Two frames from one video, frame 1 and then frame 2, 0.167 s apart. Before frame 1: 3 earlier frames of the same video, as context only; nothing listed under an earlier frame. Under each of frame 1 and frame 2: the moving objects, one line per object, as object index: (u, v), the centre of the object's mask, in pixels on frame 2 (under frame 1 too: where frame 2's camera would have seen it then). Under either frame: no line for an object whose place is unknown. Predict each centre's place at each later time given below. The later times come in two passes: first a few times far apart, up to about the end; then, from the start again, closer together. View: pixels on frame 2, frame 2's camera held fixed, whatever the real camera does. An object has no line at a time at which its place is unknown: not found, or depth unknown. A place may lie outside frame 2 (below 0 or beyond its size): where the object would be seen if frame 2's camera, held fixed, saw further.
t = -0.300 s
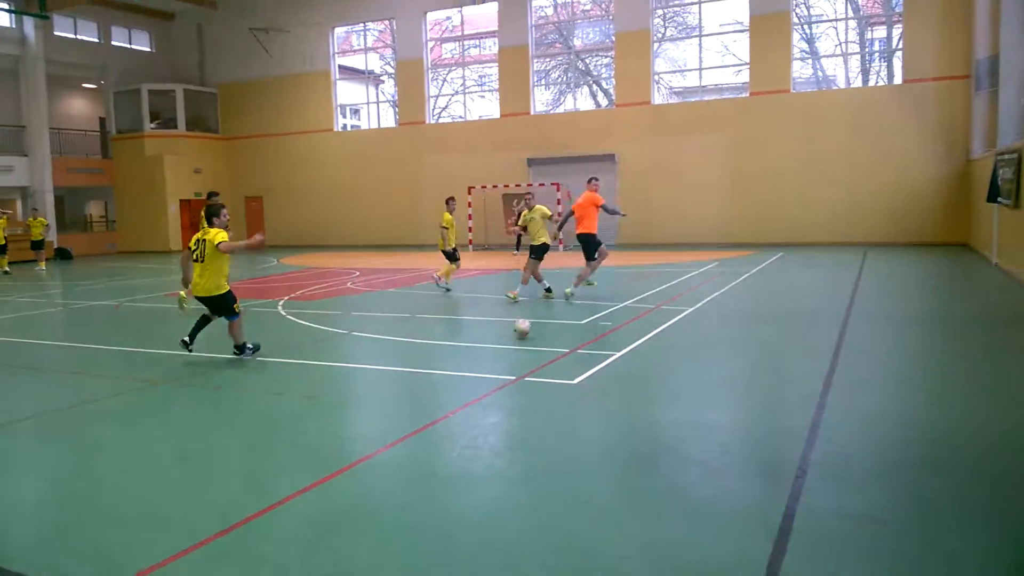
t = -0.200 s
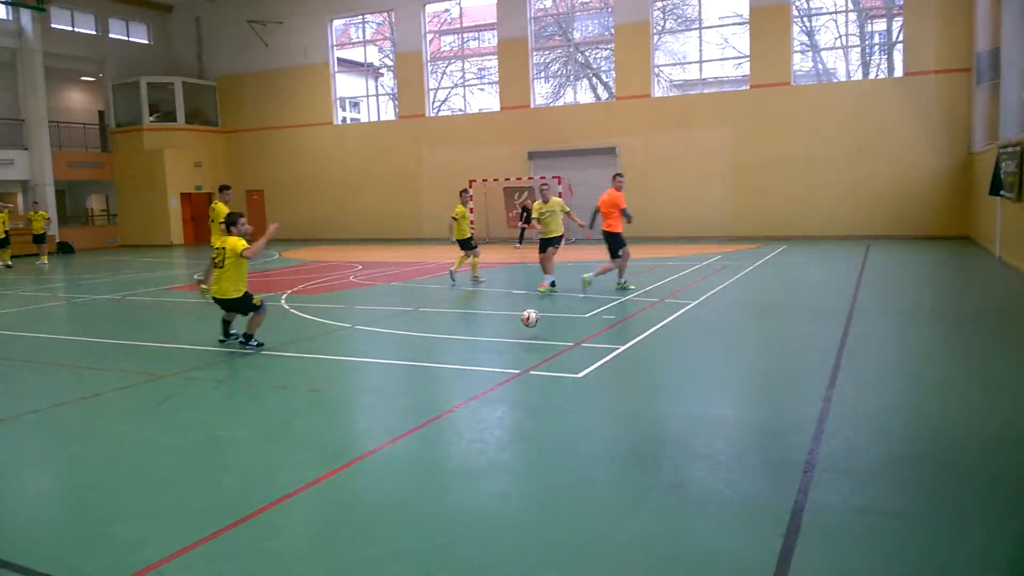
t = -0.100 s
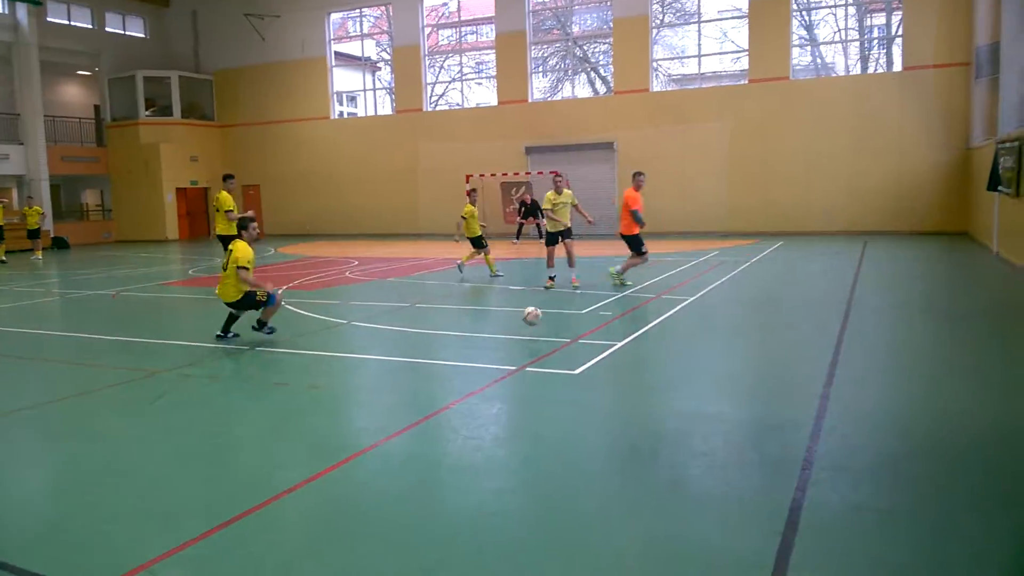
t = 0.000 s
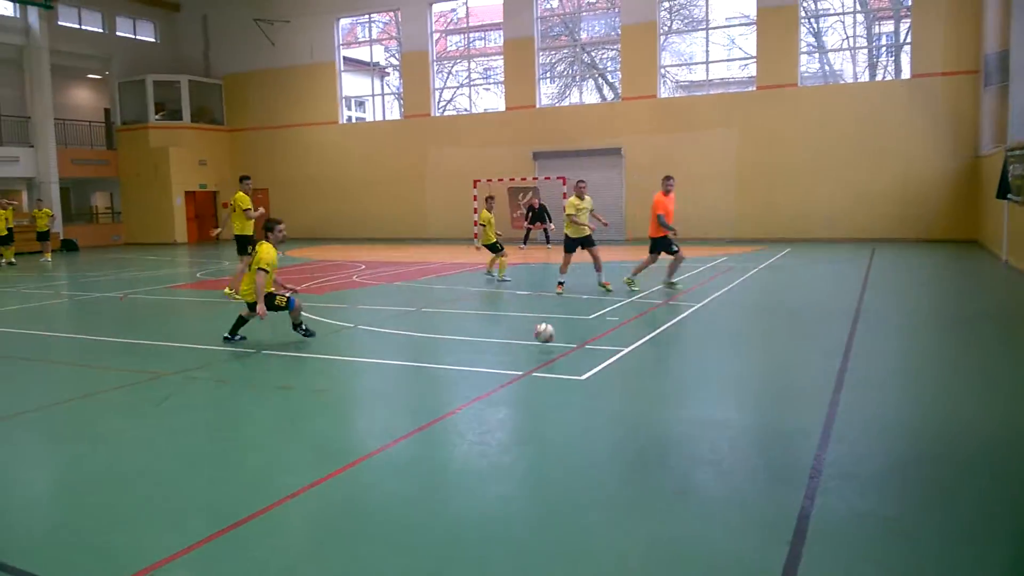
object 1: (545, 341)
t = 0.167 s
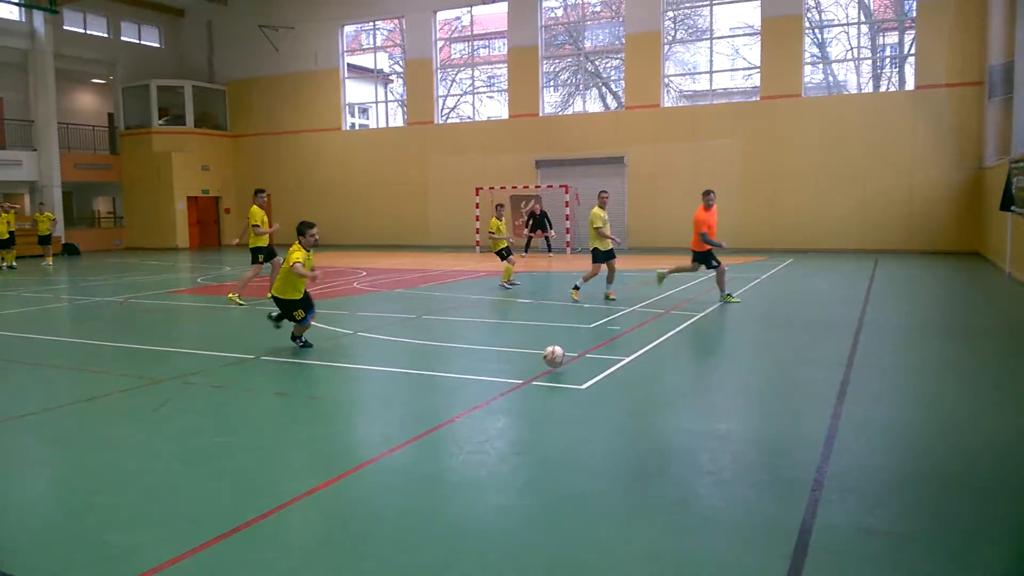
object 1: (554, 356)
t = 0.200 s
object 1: (555, 358)
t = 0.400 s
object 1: (566, 379)
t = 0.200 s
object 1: (555, 358)
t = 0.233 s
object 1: (557, 363)
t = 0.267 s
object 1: (559, 368)
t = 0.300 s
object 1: (561, 373)
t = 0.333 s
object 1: (563, 373)
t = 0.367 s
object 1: (565, 375)
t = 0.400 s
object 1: (566, 379)
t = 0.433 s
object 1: (568, 384)
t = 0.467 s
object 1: (571, 387)
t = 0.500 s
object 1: (573, 390)
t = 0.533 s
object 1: (574, 393)
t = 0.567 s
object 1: (576, 397)
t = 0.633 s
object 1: (581, 405)
